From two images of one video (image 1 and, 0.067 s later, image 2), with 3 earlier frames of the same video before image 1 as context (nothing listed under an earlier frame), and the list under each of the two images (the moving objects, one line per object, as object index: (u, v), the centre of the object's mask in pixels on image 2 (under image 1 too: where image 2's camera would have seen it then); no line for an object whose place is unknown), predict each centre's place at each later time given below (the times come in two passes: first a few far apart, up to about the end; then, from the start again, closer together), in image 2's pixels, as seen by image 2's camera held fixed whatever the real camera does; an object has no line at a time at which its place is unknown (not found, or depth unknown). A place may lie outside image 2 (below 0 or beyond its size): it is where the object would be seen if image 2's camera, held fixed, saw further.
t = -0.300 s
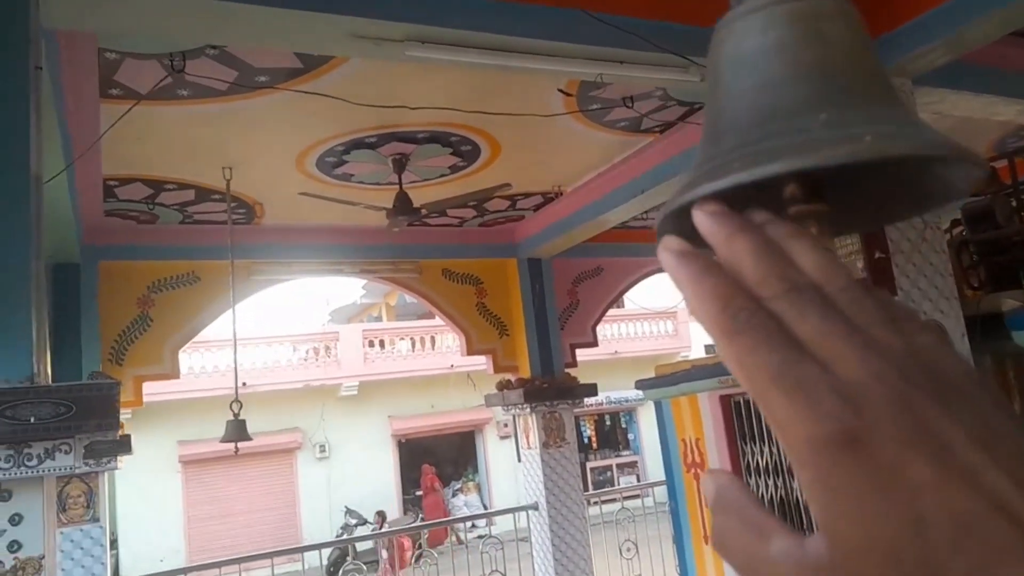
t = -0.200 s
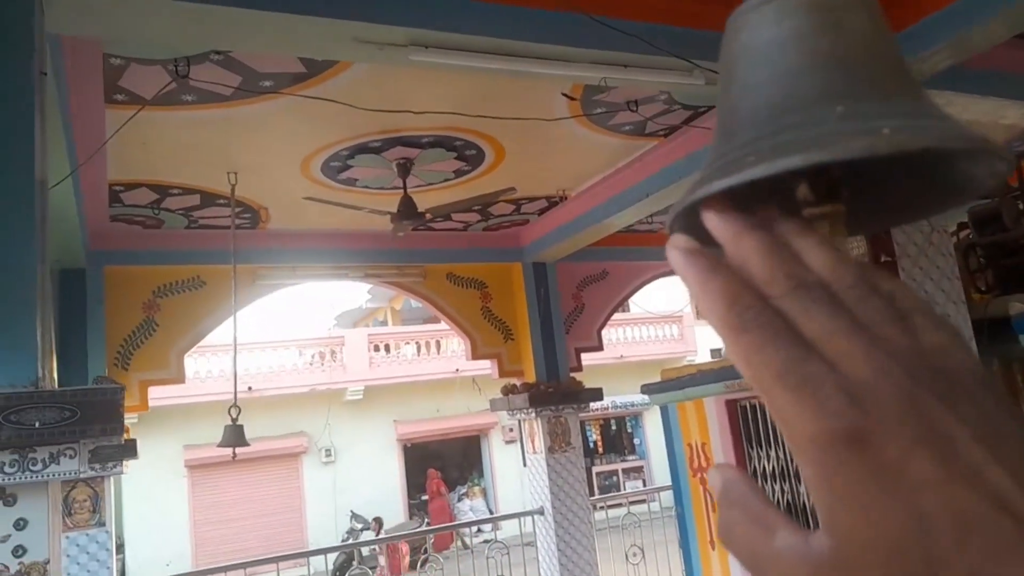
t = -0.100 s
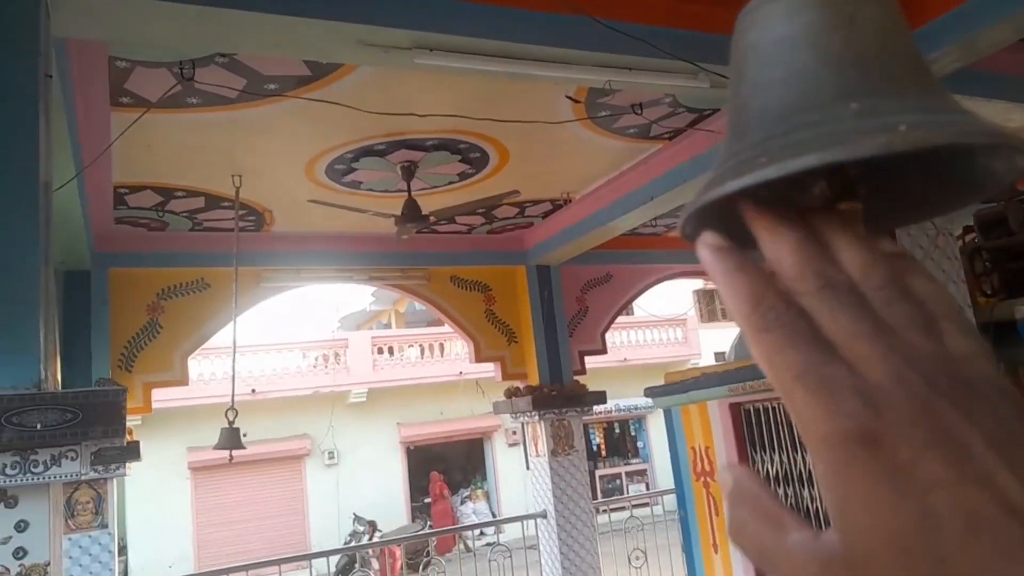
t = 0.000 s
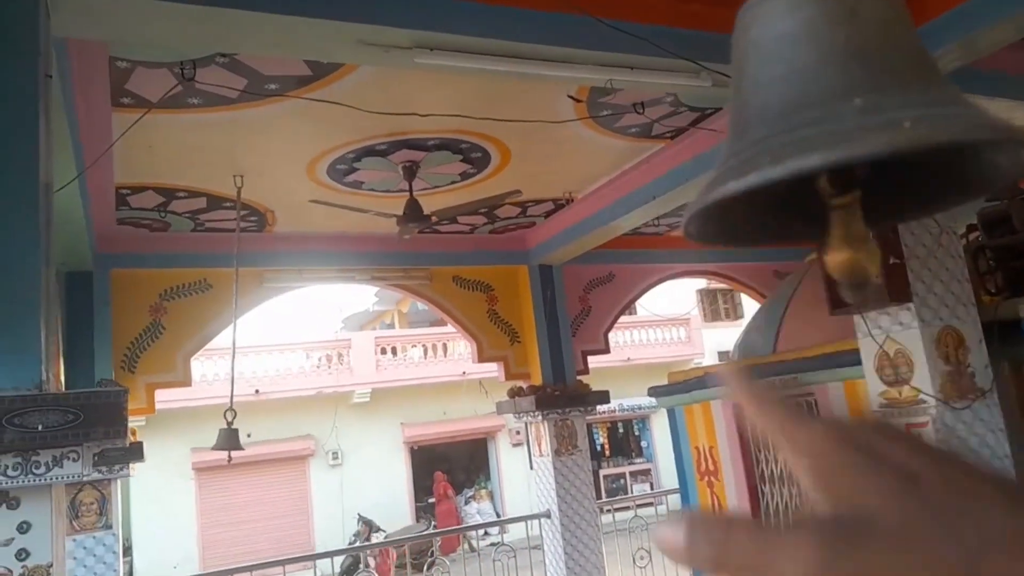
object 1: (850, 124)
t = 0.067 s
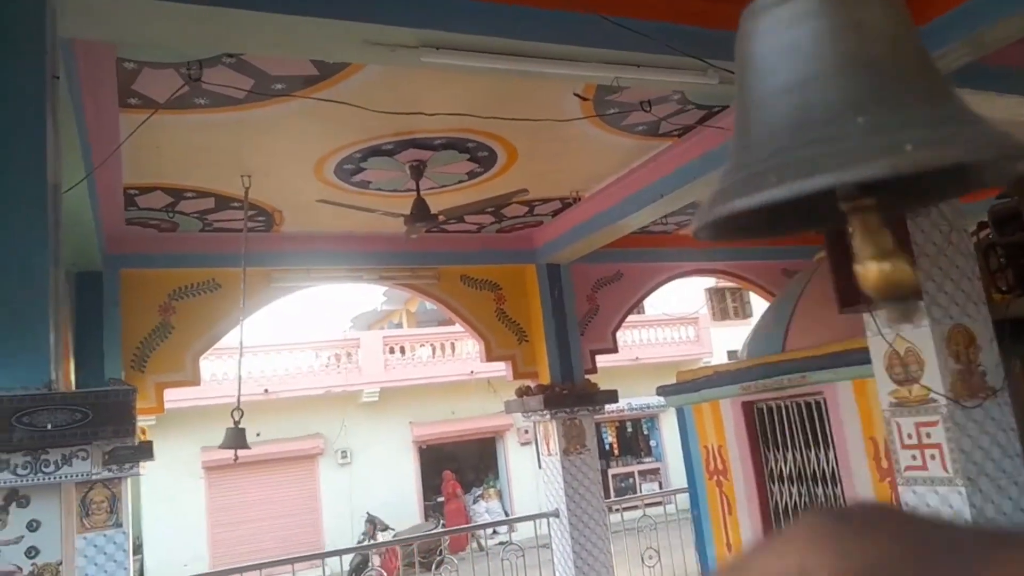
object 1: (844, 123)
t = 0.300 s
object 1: (829, 143)
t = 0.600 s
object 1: (763, 169)
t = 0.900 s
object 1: (716, 172)
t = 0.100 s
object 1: (838, 123)
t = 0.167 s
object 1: (840, 134)
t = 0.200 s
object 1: (841, 138)
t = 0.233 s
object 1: (839, 140)
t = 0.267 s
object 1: (836, 141)
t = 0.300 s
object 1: (829, 143)
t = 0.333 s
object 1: (820, 145)
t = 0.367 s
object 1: (815, 144)
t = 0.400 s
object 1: (808, 145)
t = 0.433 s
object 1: (796, 146)
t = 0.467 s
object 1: (789, 151)
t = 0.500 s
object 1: (783, 157)
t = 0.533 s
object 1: (776, 163)
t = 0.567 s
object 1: (769, 166)
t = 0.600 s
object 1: (763, 169)
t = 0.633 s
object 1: (756, 170)
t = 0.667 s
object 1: (752, 172)
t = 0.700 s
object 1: (748, 173)
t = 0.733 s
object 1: (742, 173)
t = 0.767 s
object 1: (737, 173)
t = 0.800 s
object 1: (732, 174)
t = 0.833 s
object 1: (728, 176)
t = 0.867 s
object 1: (722, 174)
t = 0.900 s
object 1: (716, 172)
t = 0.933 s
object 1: (710, 172)
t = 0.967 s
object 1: (704, 170)
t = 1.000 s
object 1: (698, 167)
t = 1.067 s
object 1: (687, 158)
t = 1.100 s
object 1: (677, 153)
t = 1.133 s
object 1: (673, 150)
